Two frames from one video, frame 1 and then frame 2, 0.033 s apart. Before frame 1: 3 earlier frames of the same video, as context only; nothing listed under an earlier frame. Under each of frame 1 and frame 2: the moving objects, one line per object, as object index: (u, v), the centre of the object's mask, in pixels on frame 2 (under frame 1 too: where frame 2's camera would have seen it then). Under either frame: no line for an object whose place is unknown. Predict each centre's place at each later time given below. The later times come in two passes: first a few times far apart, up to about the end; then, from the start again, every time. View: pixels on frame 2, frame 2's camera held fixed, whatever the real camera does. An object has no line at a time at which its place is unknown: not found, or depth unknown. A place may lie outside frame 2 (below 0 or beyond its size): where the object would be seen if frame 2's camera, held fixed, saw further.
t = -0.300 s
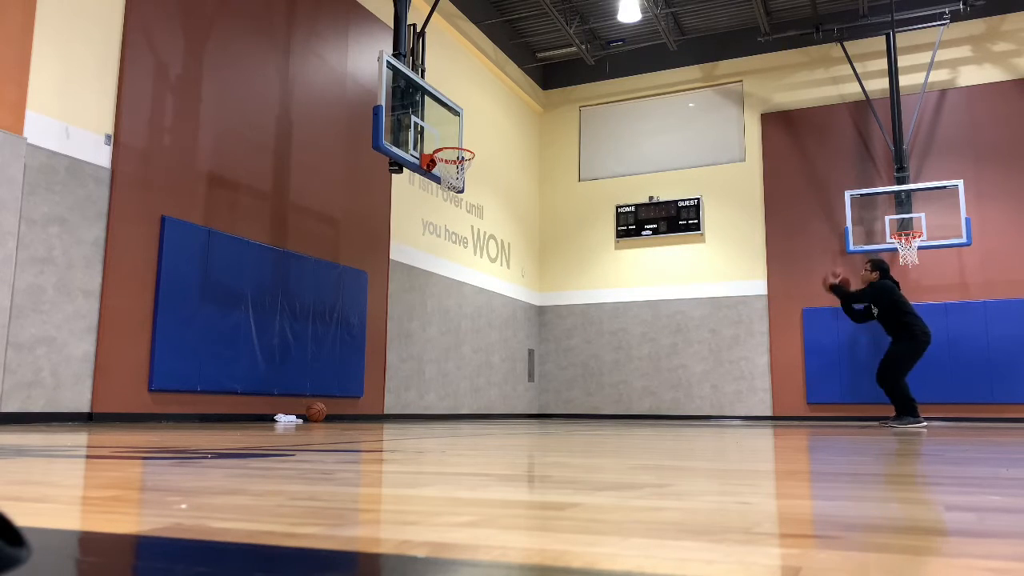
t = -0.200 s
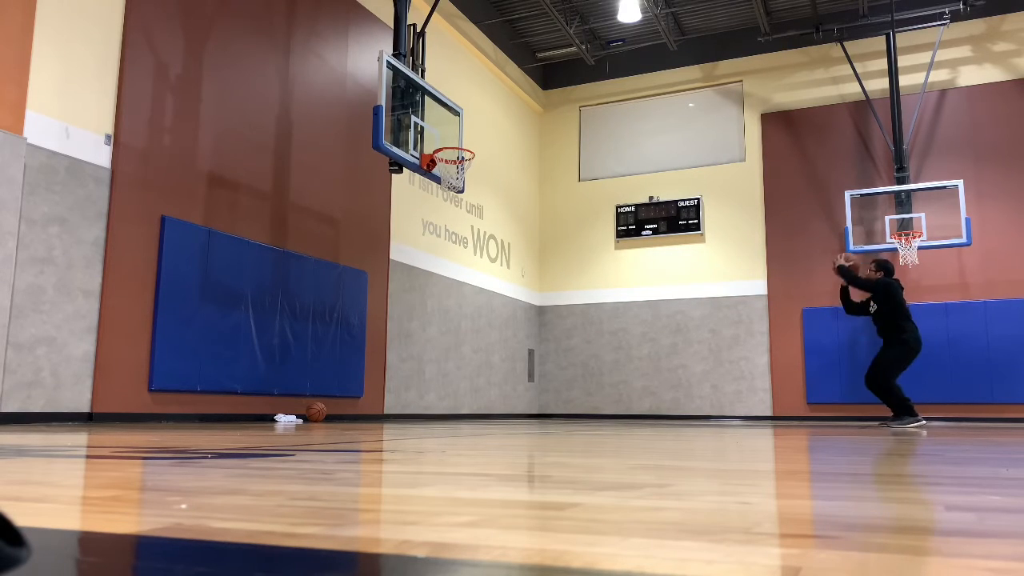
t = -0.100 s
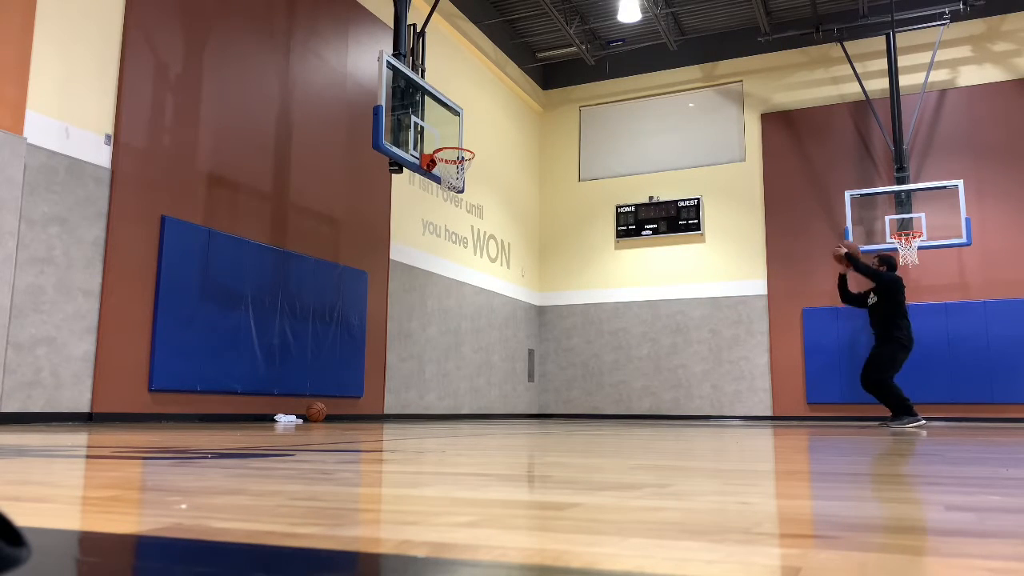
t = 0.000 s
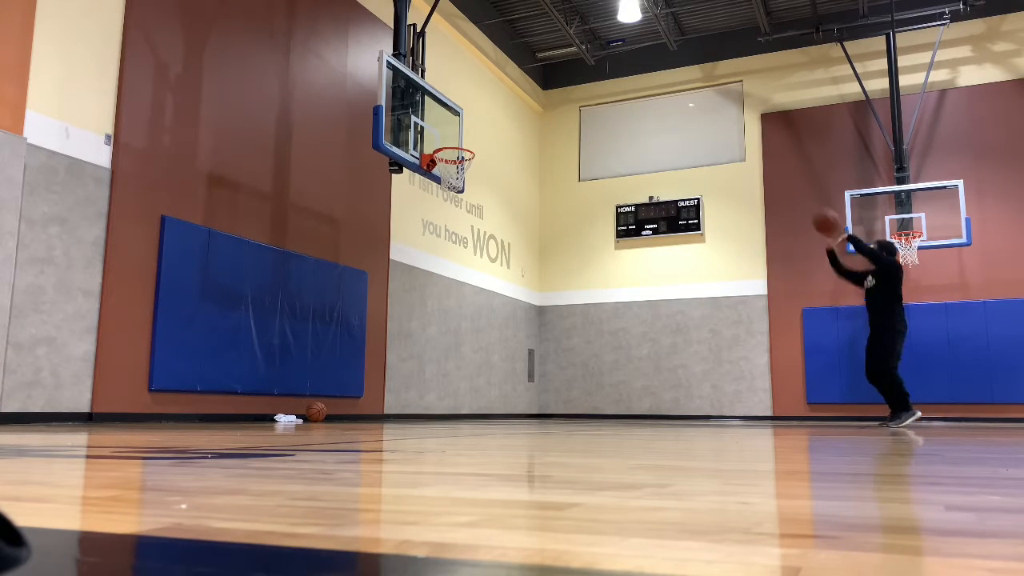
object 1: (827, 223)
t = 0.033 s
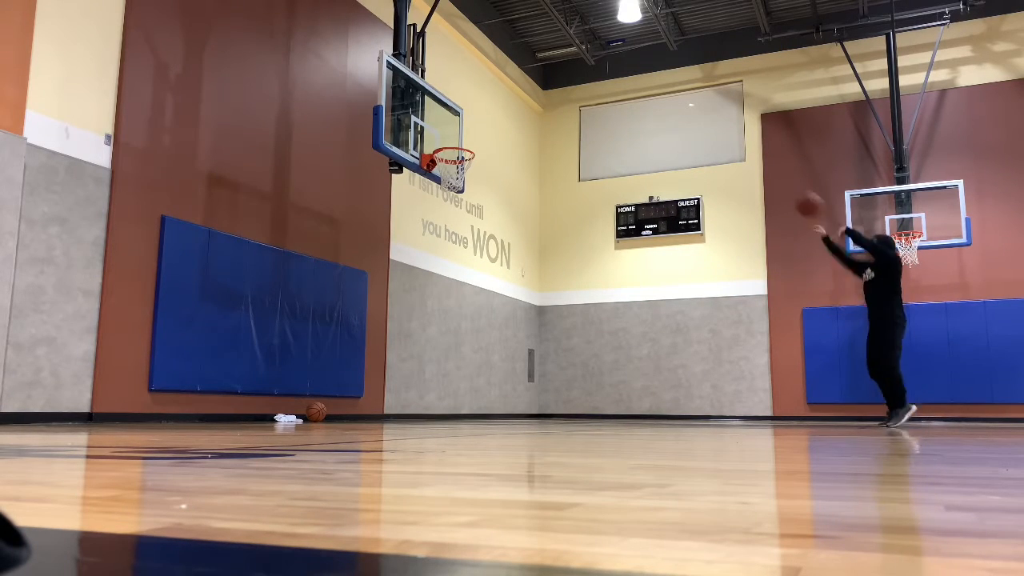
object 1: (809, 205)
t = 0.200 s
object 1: (724, 142)
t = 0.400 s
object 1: (636, 107)
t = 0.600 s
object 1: (558, 109)
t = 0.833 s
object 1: (481, 148)
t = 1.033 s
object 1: (521, 138)
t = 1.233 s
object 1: (561, 159)
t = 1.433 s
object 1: (599, 210)
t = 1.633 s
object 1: (636, 291)
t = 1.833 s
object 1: (674, 403)
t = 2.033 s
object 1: (686, 342)
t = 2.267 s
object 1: (697, 288)
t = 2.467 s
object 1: (708, 276)
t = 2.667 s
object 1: (719, 295)
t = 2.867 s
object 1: (731, 343)
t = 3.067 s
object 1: (743, 414)
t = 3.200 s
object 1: (748, 374)
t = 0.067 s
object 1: (792, 189)
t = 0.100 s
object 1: (774, 175)
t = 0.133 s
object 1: (757, 163)
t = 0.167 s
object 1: (740, 152)
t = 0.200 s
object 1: (724, 142)
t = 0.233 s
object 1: (709, 134)
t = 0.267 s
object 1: (693, 126)
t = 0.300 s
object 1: (679, 120)
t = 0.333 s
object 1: (664, 114)
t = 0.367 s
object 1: (650, 110)
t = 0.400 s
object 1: (636, 107)
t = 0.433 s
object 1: (623, 105)
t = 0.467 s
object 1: (609, 104)
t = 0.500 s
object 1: (596, 103)
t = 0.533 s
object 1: (583, 104)
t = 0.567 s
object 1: (571, 106)
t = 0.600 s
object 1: (558, 109)
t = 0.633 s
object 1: (547, 112)
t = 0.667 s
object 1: (535, 116)
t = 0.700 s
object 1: (523, 121)
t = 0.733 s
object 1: (512, 127)
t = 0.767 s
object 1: (500, 134)
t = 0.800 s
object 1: (489, 142)
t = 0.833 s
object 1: (481, 148)
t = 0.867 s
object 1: (488, 144)
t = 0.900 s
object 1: (495, 141)
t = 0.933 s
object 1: (501, 139)
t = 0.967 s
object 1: (508, 138)
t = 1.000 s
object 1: (515, 138)
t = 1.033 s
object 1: (521, 138)
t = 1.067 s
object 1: (528, 140)
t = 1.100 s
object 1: (535, 142)
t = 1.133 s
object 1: (541, 145)
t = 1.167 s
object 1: (548, 149)
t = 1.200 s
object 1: (554, 154)
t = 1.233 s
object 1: (561, 159)
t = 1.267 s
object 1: (567, 166)
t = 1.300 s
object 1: (574, 173)
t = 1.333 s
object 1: (580, 181)
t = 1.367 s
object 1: (587, 190)
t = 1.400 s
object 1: (592, 200)
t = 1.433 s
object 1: (599, 210)
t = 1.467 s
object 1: (605, 221)
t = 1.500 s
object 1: (611, 234)
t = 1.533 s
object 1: (617, 247)
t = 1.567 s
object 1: (624, 261)
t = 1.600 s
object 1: (630, 275)
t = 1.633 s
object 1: (636, 291)
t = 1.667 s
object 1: (643, 308)
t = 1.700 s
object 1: (649, 325)
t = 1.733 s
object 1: (655, 343)
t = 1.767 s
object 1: (661, 362)
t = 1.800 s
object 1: (668, 382)
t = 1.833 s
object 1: (674, 403)
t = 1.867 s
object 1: (679, 410)
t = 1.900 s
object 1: (680, 394)
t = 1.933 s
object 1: (682, 380)
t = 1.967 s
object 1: (683, 366)
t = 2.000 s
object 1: (685, 353)
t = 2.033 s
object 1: (686, 342)
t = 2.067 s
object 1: (688, 331)
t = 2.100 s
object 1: (690, 322)
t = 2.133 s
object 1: (691, 313)
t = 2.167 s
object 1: (693, 305)
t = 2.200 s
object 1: (694, 299)
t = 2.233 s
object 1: (696, 293)
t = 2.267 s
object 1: (697, 288)
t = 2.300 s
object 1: (699, 284)
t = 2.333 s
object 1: (701, 280)
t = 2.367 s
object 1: (703, 278)
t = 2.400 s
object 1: (704, 277)
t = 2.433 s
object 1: (706, 276)
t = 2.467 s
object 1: (708, 276)
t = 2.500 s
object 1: (710, 277)
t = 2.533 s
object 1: (712, 279)
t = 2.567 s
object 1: (713, 282)
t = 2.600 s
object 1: (715, 285)
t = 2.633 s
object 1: (717, 289)
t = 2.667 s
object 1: (719, 295)
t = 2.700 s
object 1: (721, 300)
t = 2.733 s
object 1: (723, 307)
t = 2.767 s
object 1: (725, 315)
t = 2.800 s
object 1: (727, 323)
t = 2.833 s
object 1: (729, 333)
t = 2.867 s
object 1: (731, 343)
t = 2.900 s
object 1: (733, 354)
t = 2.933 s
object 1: (735, 365)
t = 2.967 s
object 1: (737, 377)
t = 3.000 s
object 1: (739, 391)
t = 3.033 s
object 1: (741, 405)
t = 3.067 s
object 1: (743, 414)
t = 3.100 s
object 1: (744, 402)
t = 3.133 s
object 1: (745, 392)
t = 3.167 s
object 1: (747, 382)
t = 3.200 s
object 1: (748, 374)
